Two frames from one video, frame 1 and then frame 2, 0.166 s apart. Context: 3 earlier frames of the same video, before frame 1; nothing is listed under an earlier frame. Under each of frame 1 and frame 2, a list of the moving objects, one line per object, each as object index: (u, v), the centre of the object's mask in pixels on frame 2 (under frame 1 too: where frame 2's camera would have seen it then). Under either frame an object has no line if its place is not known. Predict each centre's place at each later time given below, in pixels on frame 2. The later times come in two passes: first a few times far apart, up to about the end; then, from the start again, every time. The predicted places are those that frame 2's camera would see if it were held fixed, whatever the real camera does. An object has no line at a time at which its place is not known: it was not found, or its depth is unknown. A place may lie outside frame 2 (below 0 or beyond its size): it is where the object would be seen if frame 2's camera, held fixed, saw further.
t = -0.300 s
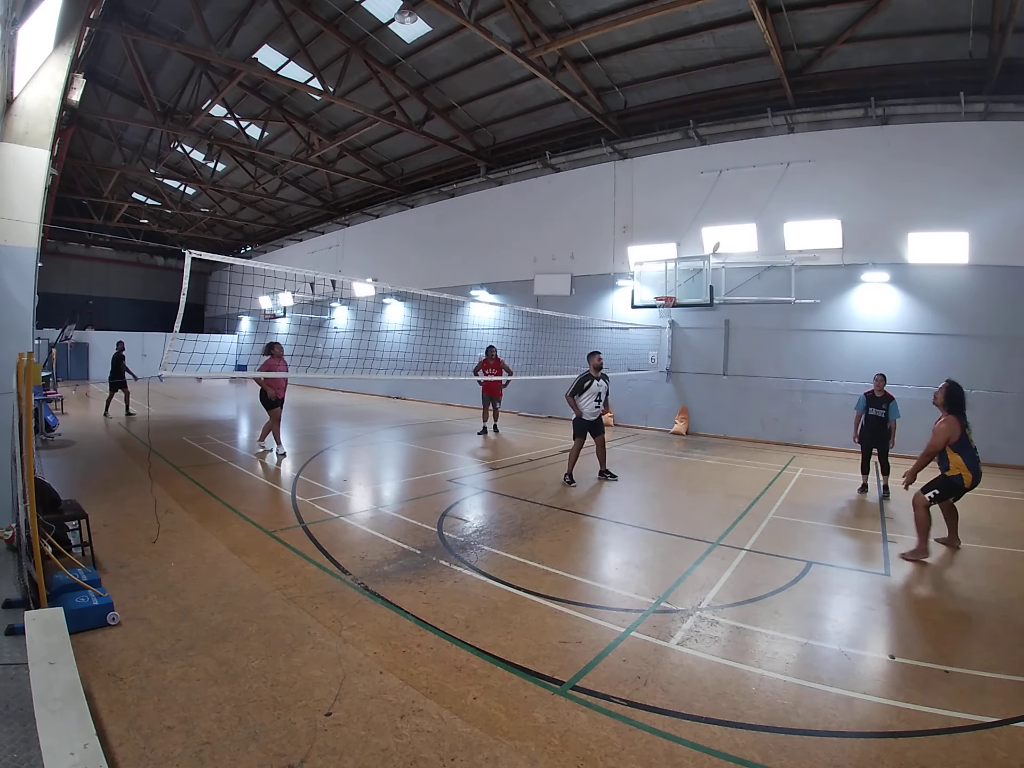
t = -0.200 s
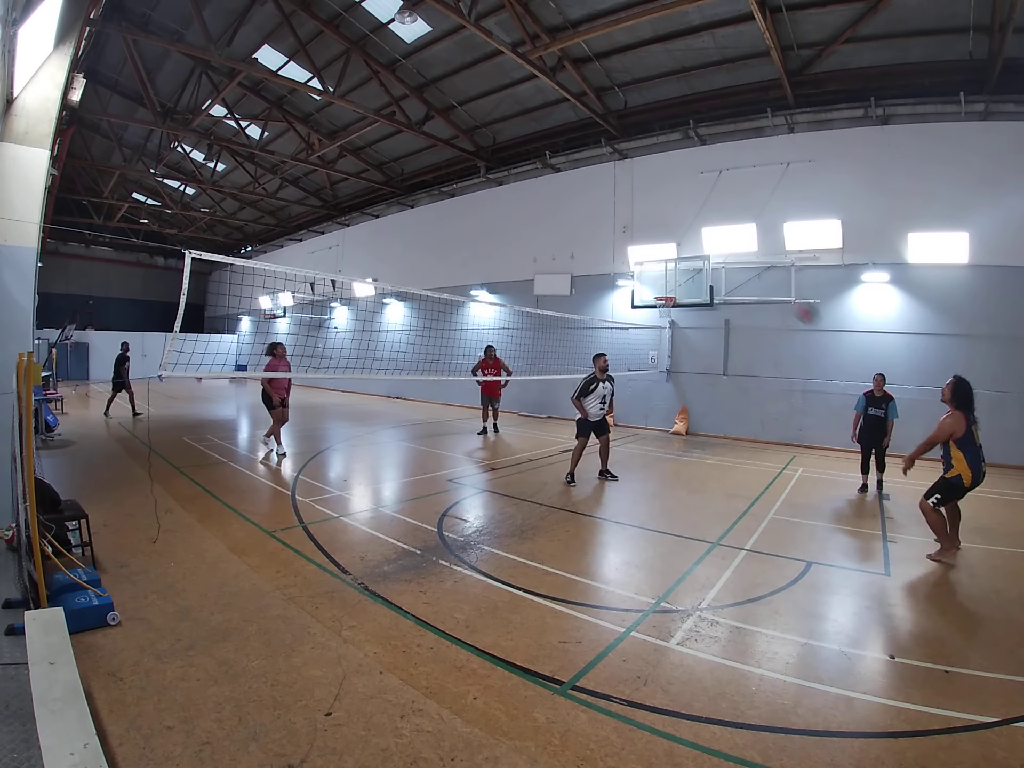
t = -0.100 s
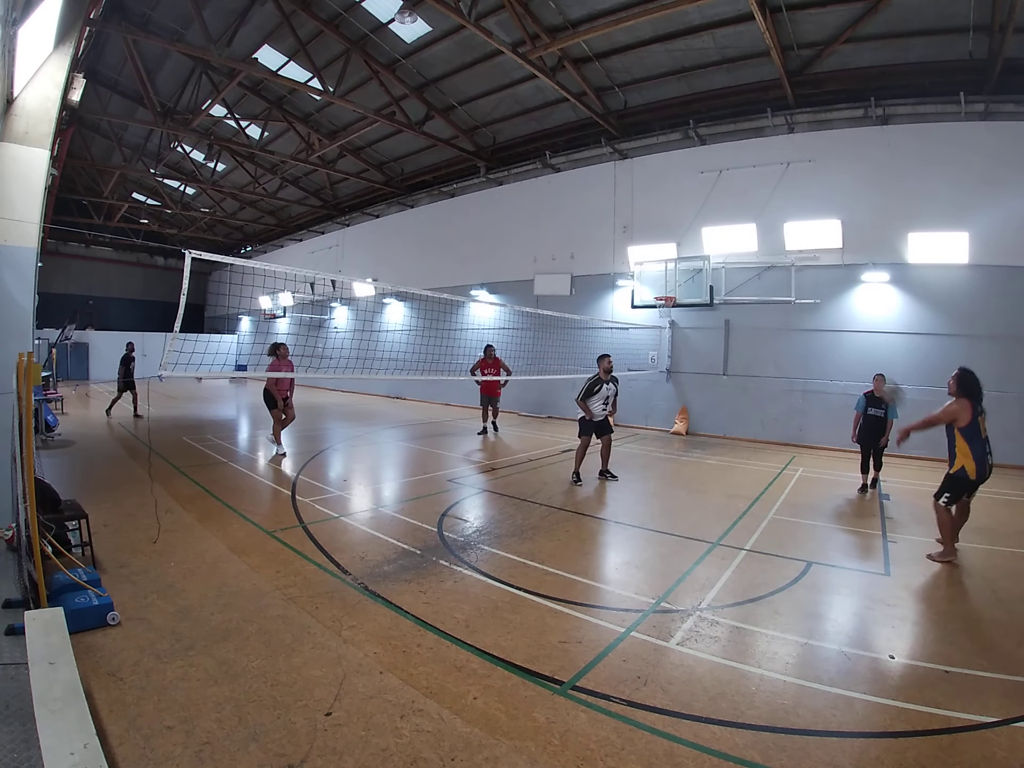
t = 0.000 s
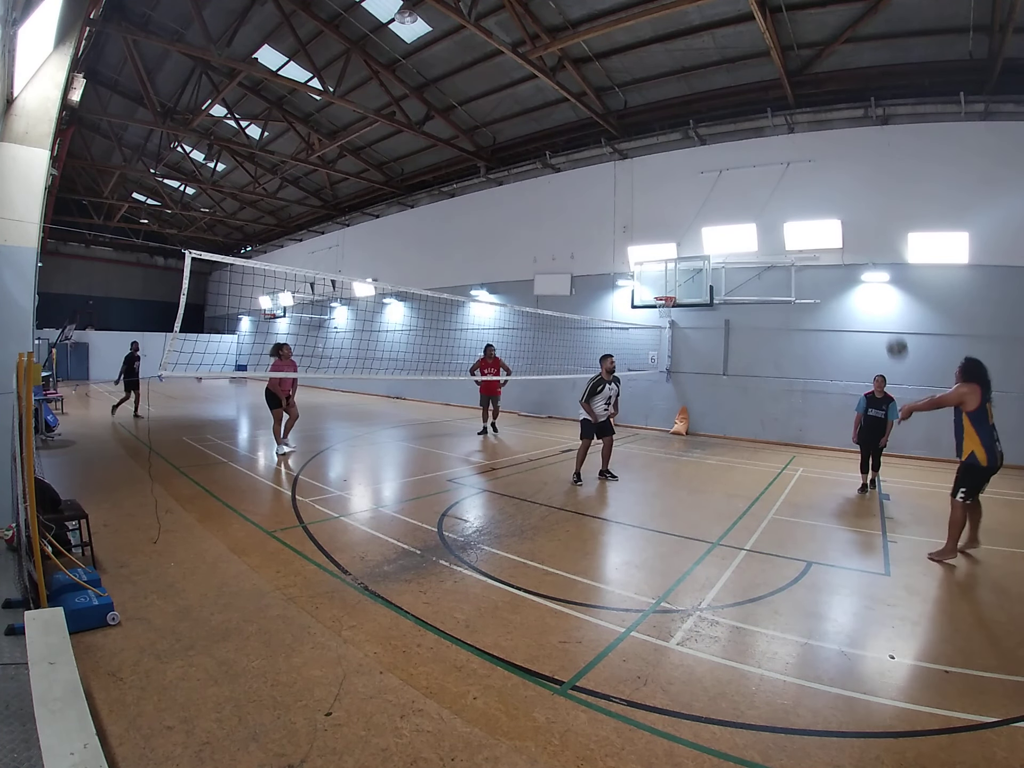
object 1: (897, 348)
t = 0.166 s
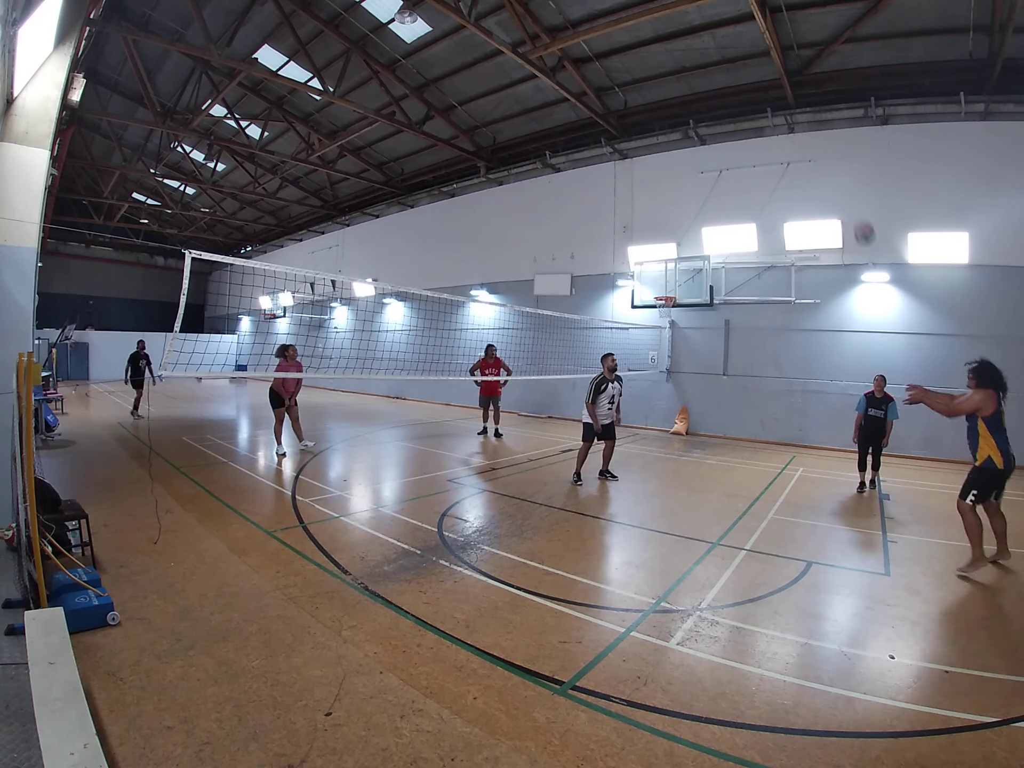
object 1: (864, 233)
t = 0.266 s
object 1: (841, 180)
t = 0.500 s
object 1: (789, 104)
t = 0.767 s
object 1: (737, 81)
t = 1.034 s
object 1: (691, 120)
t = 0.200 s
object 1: (856, 214)
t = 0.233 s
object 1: (848, 196)
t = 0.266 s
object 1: (841, 180)
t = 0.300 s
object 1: (833, 165)
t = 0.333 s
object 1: (826, 151)
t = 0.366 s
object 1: (819, 140)
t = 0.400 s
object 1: (810, 129)
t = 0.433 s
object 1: (803, 120)
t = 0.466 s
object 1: (796, 111)
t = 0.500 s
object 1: (789, 104)
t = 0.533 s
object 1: (783, 98)
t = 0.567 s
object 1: (775, 92)
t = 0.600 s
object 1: (769, 88)
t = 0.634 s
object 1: (763, 85)
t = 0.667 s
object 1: (756, 83)
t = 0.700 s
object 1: (750, 81)
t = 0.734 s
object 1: (743, 80)
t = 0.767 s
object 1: (737, 81)
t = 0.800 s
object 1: (731, 82)
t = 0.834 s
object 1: (725, 85)
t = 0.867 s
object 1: (719, 89)
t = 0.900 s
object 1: (713, 93)
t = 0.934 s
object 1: (708, 99)
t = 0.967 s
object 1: (702, 104)
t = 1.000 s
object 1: (696, 111)
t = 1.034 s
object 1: (691, 120)
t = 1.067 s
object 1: (685, 128)
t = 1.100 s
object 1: (680, 138)
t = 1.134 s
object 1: (673, 149)
